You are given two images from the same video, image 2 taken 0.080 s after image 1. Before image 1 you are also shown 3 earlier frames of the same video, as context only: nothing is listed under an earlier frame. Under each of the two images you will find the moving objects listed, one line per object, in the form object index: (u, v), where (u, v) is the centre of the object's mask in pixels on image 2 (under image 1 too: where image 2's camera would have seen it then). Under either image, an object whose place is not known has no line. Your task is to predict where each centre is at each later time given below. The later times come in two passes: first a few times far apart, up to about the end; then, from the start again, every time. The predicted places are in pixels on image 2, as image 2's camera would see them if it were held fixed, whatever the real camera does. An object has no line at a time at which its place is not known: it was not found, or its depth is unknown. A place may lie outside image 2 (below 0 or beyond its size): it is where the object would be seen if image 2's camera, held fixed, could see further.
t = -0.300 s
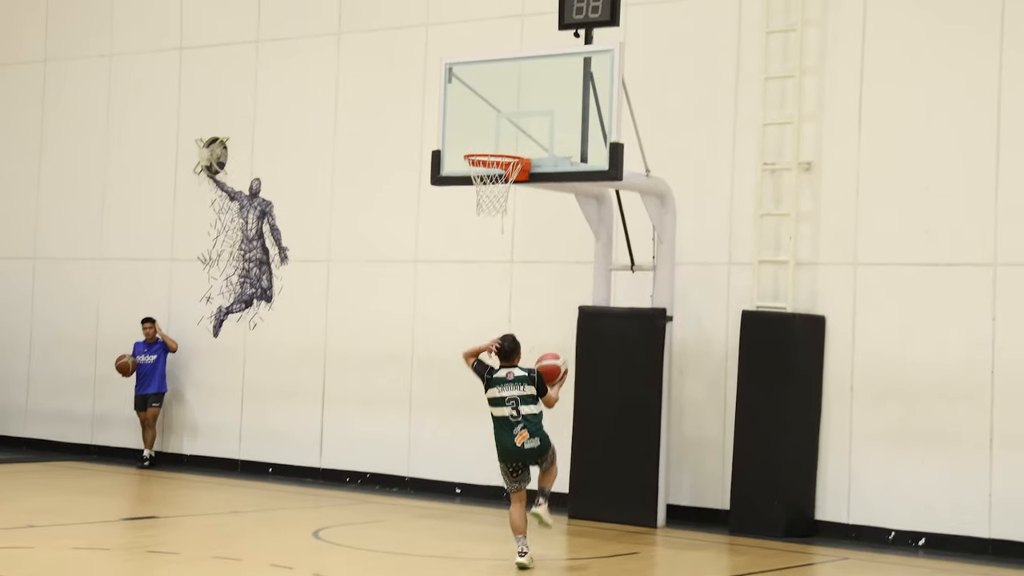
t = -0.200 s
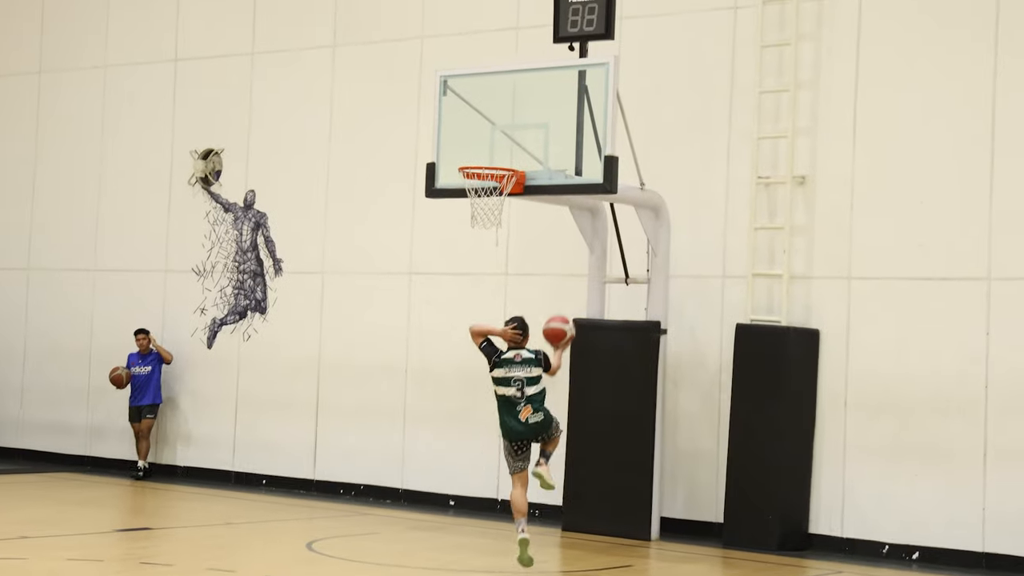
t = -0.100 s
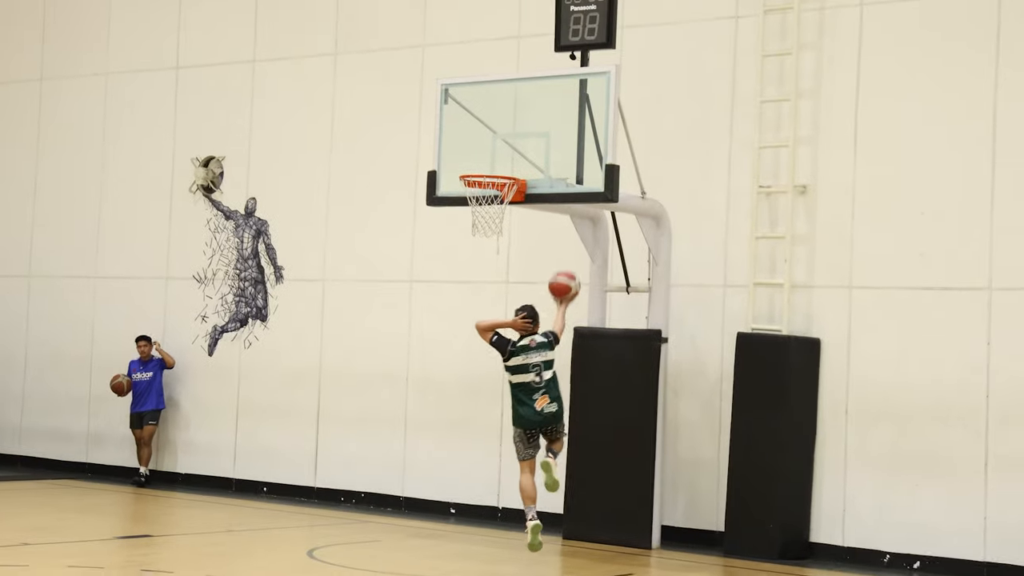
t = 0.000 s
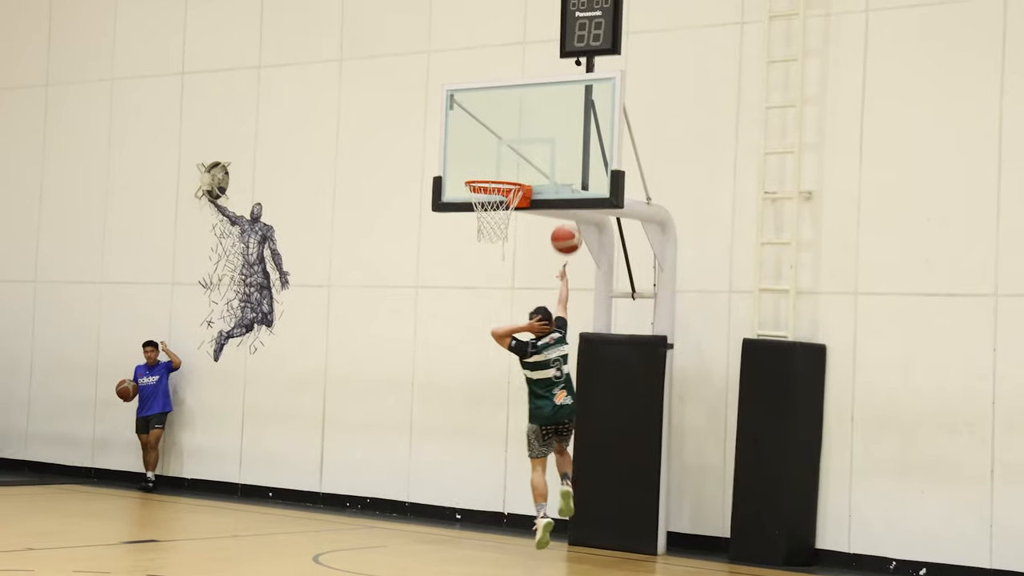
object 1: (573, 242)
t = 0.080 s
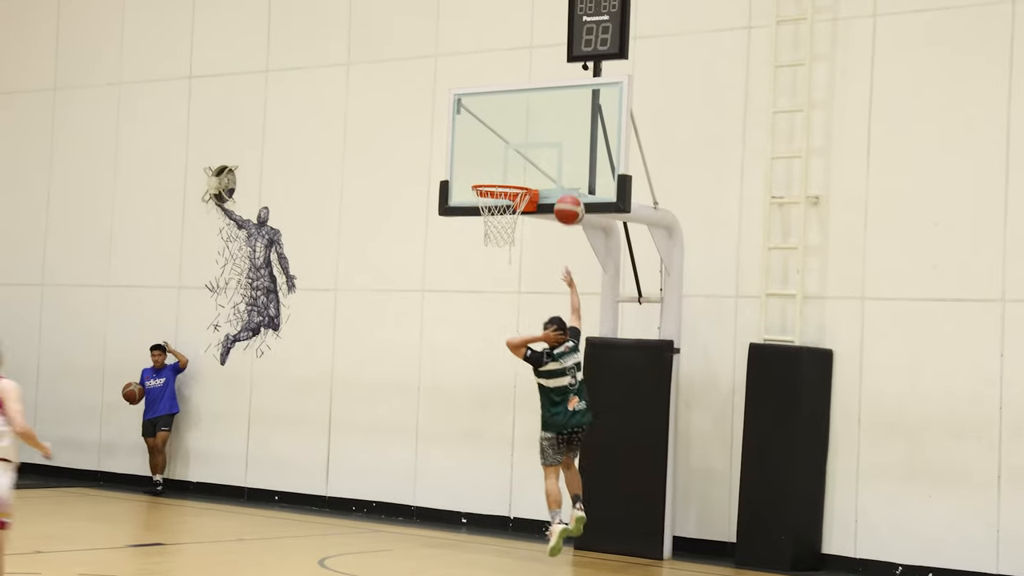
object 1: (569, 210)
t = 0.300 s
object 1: (557, 163)
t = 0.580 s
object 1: (522, 173)
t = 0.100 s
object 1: (568, 203)
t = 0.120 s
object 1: (567, 197)
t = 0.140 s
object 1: (566, 190)
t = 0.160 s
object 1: (565, 185)
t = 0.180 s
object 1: (564, 181)
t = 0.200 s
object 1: (563, 176)
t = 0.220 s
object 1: (562, 173)
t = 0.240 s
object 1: (560, 170)
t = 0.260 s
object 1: (559, 167)
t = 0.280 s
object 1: (558, 164)
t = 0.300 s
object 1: (557, 163)
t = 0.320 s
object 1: (556, 162)
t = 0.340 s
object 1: (555, 161)
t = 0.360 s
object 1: (553, 161)
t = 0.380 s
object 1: (552, 161)
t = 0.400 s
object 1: (551, 162)
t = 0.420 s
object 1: (549, 162)
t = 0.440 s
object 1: (546, 162)
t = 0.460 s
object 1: (542, 162)
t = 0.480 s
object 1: (539, 162)
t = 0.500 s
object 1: (535, 164)
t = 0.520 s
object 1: (532, 165)
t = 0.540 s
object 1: (529, 167)
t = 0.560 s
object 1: (525, 170)
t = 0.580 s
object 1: (522, 173)
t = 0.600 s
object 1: (518, 175)
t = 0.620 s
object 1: (515, 177)
